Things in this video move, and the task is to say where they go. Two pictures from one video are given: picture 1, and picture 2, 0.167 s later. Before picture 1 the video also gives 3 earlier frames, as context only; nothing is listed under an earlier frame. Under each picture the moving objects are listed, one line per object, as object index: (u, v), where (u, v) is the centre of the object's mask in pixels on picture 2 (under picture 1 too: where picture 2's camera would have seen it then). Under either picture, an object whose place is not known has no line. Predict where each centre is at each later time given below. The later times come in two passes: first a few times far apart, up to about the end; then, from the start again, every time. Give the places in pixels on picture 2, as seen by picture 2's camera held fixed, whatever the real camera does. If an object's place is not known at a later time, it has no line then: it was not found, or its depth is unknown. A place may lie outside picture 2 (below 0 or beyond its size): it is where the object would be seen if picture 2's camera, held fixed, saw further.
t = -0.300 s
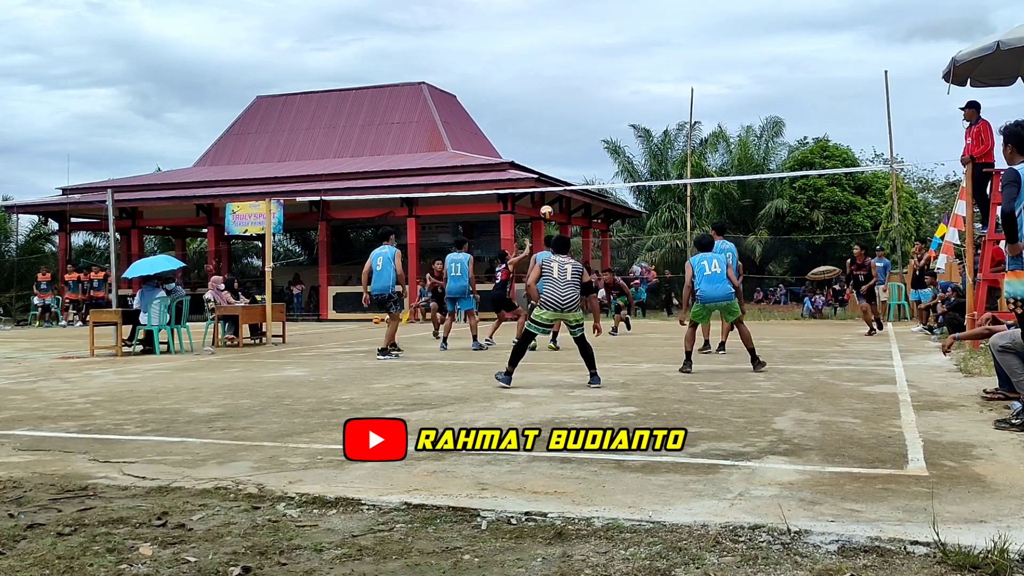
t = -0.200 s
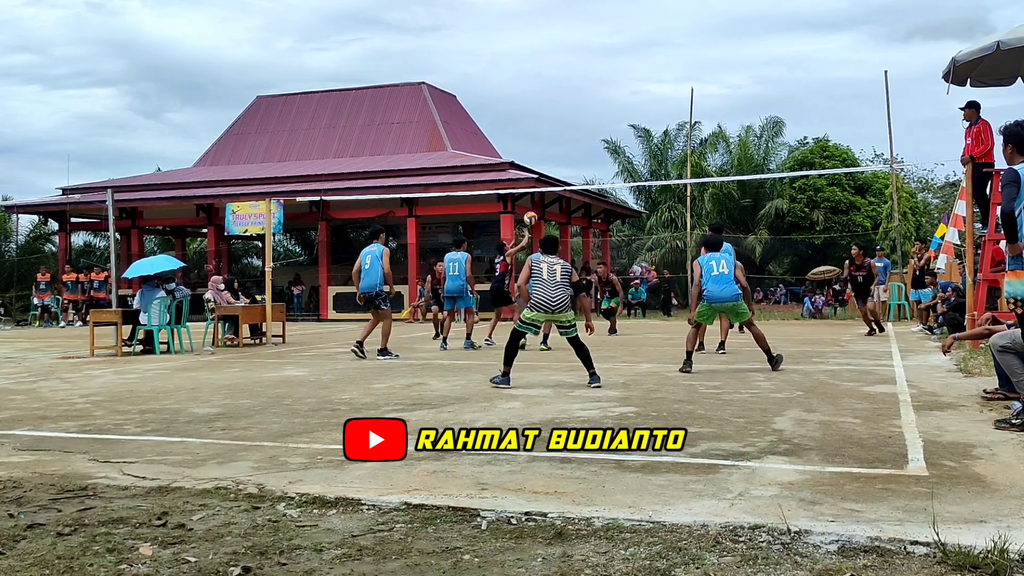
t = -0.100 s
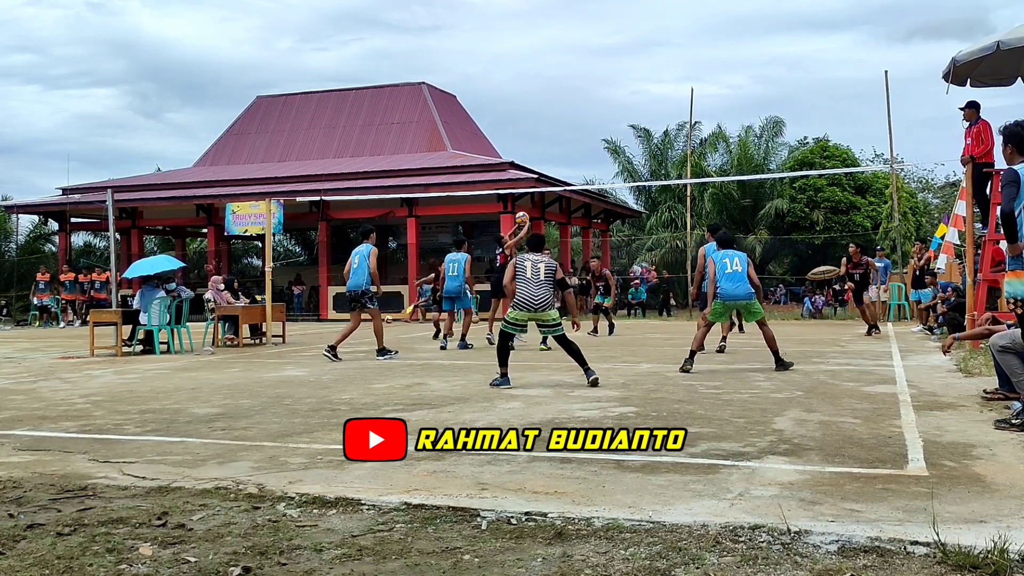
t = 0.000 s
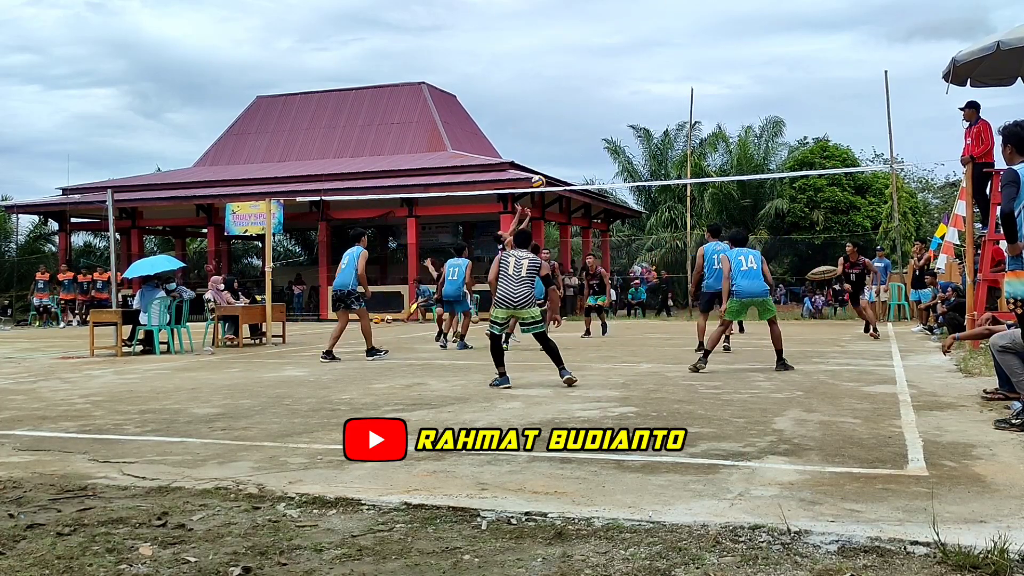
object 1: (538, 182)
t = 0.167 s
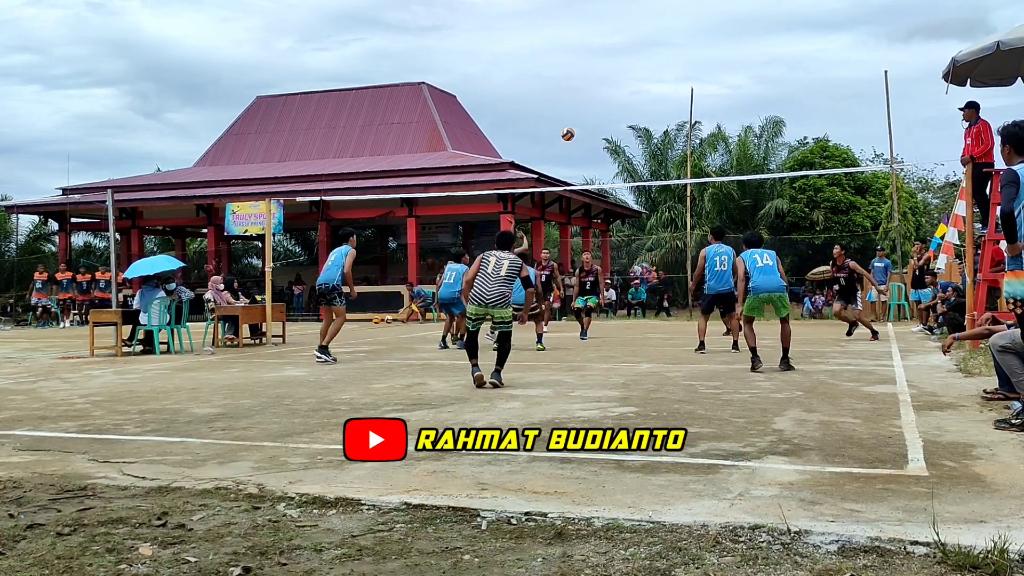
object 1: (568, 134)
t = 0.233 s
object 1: (579, 120)
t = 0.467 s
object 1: (619, 91)
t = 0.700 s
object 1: (660, 96)
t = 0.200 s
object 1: (573, 127)
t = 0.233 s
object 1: (579, 120)
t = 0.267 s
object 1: (585, 114)
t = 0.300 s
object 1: (591, 108)
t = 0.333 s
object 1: (597, 103)
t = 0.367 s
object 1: (602, 99)
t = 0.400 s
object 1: (608, 96)
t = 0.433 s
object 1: (614, 93)
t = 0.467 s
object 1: (619, 91)
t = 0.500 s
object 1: (625, 89)
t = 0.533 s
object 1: (631, 89)
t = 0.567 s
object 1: (637, 89)
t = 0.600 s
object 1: (643, 89)
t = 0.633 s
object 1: (649, 91)
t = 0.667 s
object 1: (655, 93)
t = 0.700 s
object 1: (660, 96)
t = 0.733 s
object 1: (666, 99)
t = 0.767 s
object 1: (673, 104)
